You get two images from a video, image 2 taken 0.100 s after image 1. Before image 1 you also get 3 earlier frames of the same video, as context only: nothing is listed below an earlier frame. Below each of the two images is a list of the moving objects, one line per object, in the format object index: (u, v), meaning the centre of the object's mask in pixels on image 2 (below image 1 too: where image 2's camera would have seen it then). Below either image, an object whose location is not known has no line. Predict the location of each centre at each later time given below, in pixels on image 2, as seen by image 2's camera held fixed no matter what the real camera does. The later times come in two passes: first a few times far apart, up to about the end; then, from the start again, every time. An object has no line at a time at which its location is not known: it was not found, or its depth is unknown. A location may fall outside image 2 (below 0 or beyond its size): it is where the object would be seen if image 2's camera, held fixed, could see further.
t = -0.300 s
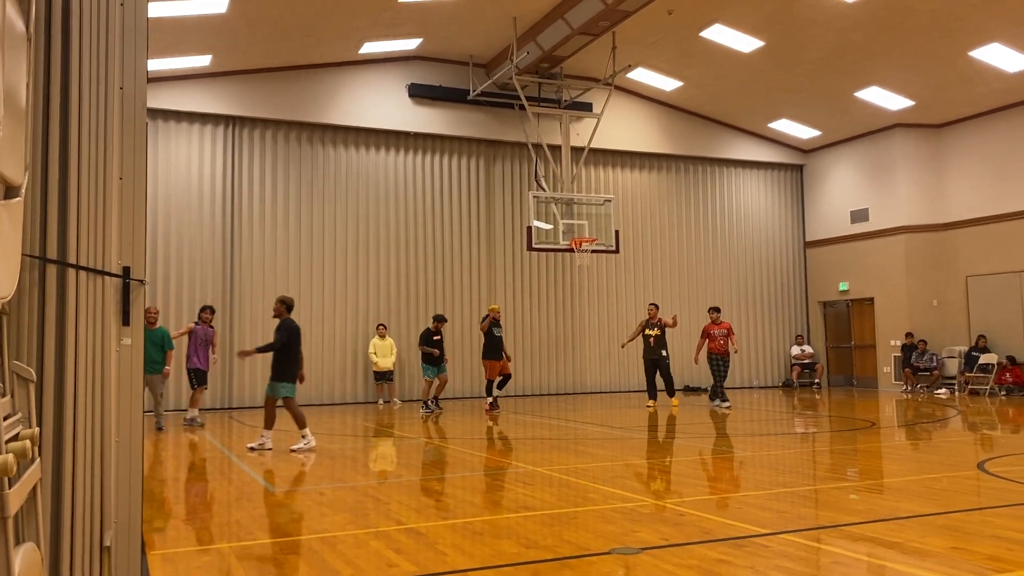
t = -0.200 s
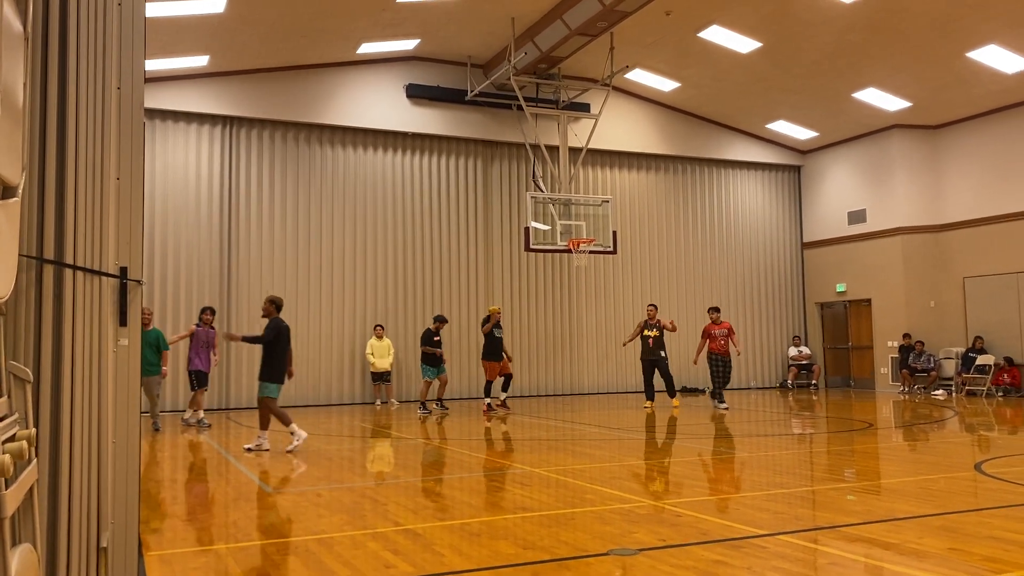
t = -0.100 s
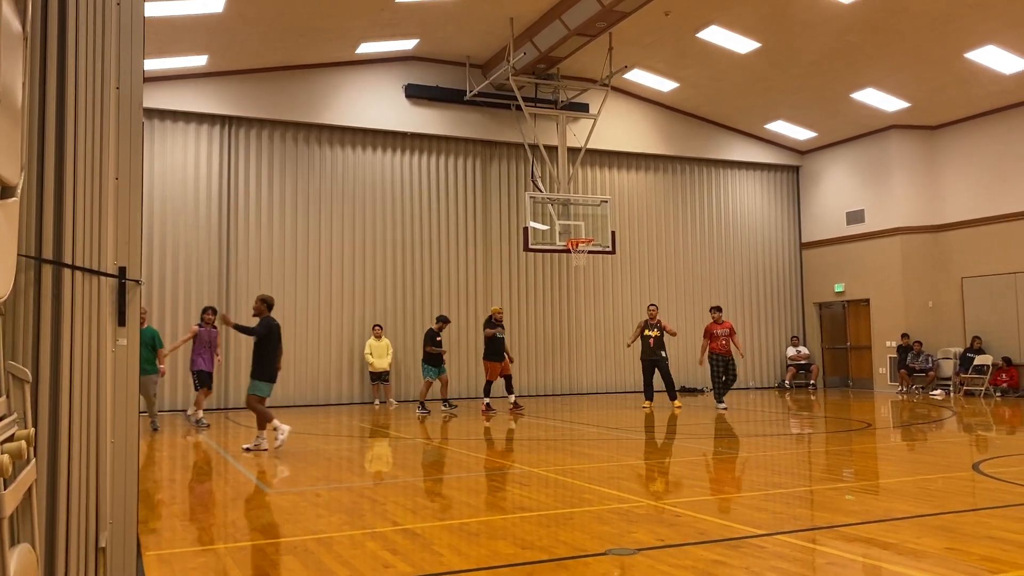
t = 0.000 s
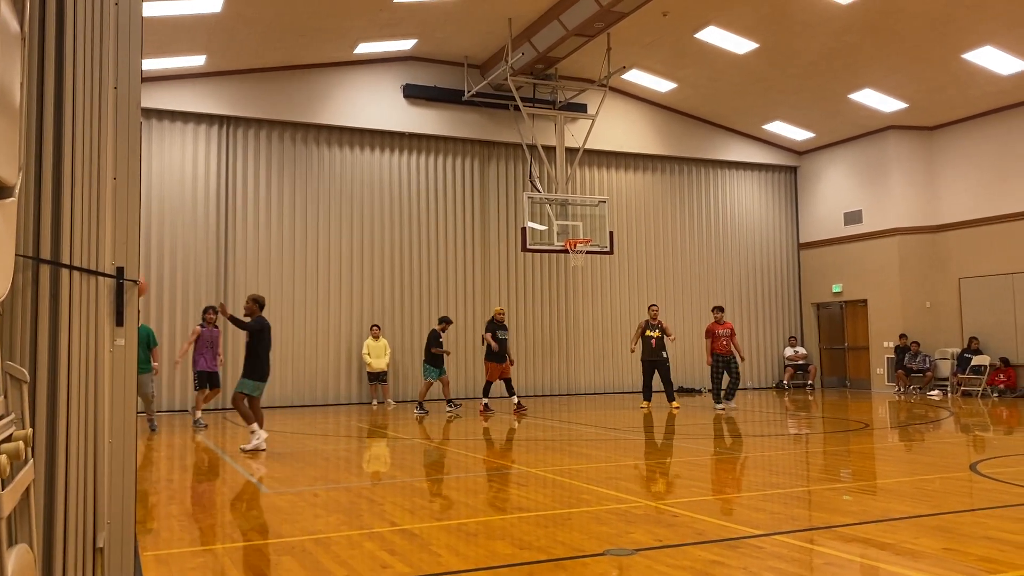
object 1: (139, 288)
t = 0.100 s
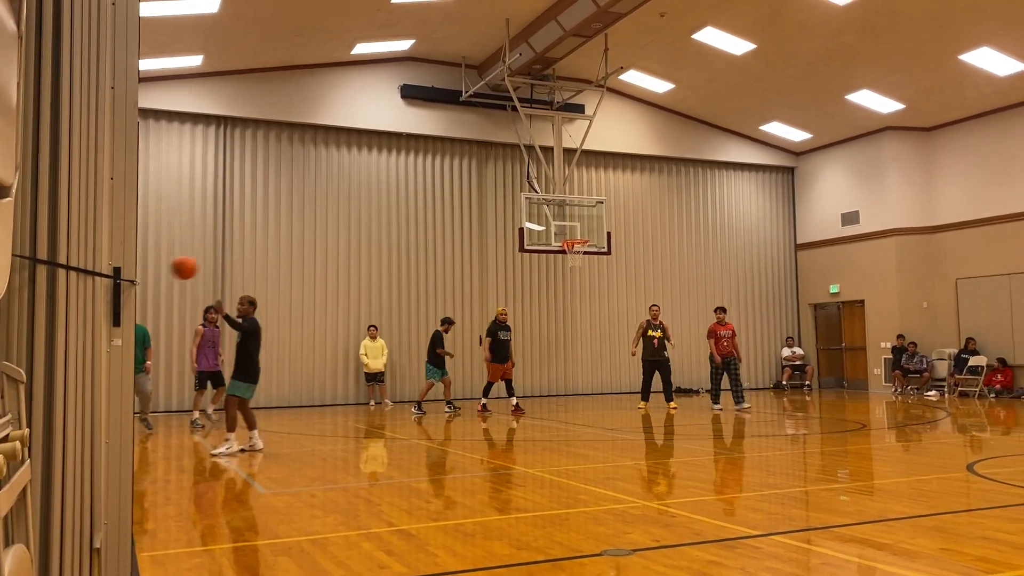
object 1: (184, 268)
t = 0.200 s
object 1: (240, 257)
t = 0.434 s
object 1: (374, 272)
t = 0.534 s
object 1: (433, 294)
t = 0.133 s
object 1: (203, 263)
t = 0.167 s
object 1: (222, 260)
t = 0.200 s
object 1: (240, 257)
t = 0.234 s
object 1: (259, 256)
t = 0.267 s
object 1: (278, 256)
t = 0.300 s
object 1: (296, 257)
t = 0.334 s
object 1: (316, 258)
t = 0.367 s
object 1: (335, 262)
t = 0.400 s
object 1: (354, 266)
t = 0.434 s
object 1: (374, 272)
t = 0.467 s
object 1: (394, 278)
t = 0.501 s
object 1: (414, 286)
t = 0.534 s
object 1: (433, 294)
